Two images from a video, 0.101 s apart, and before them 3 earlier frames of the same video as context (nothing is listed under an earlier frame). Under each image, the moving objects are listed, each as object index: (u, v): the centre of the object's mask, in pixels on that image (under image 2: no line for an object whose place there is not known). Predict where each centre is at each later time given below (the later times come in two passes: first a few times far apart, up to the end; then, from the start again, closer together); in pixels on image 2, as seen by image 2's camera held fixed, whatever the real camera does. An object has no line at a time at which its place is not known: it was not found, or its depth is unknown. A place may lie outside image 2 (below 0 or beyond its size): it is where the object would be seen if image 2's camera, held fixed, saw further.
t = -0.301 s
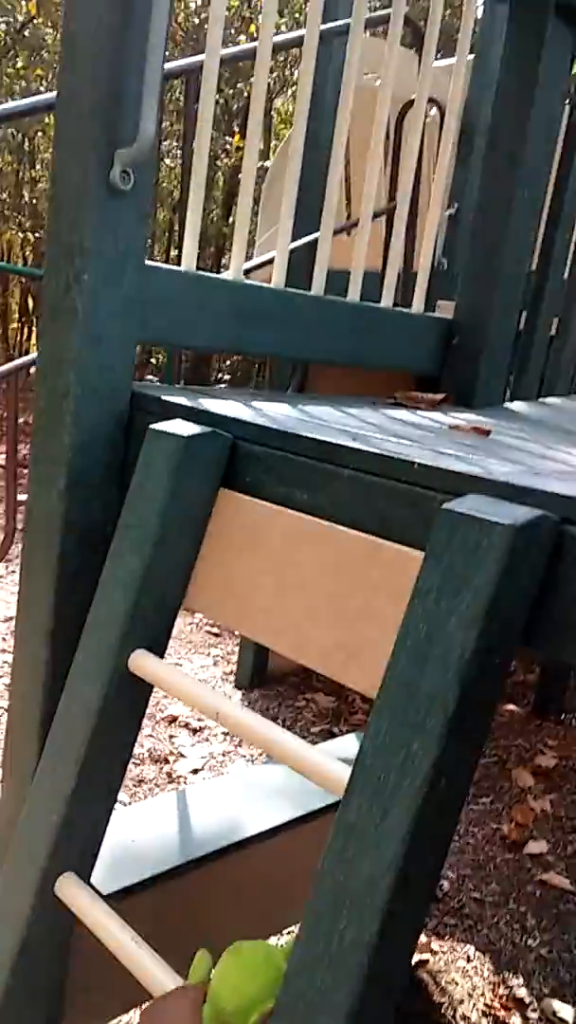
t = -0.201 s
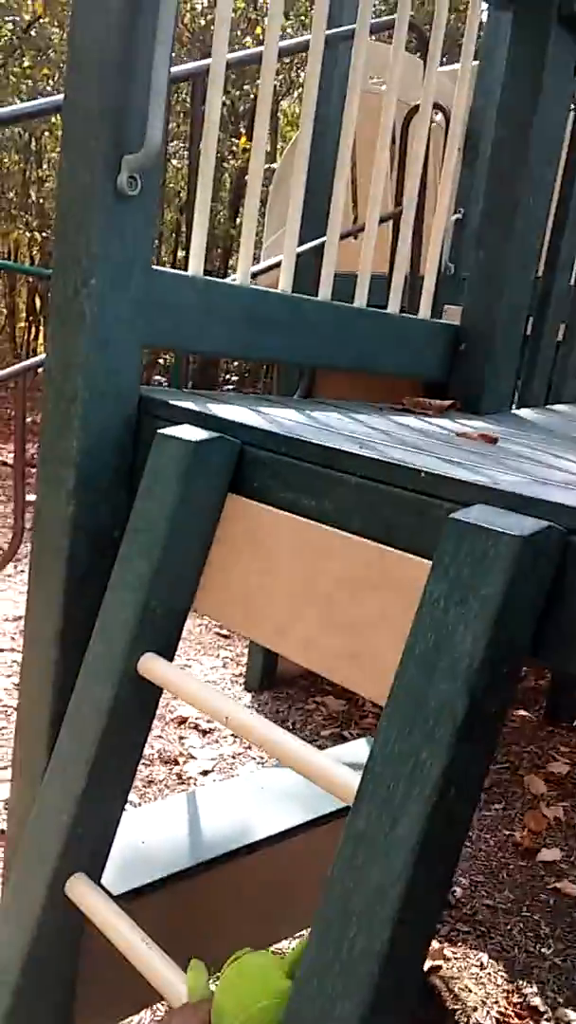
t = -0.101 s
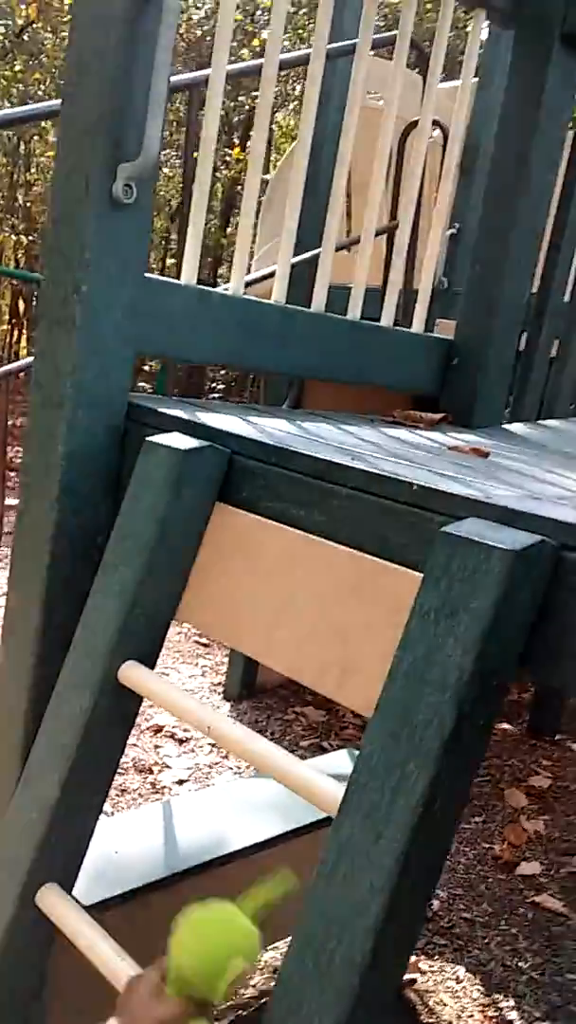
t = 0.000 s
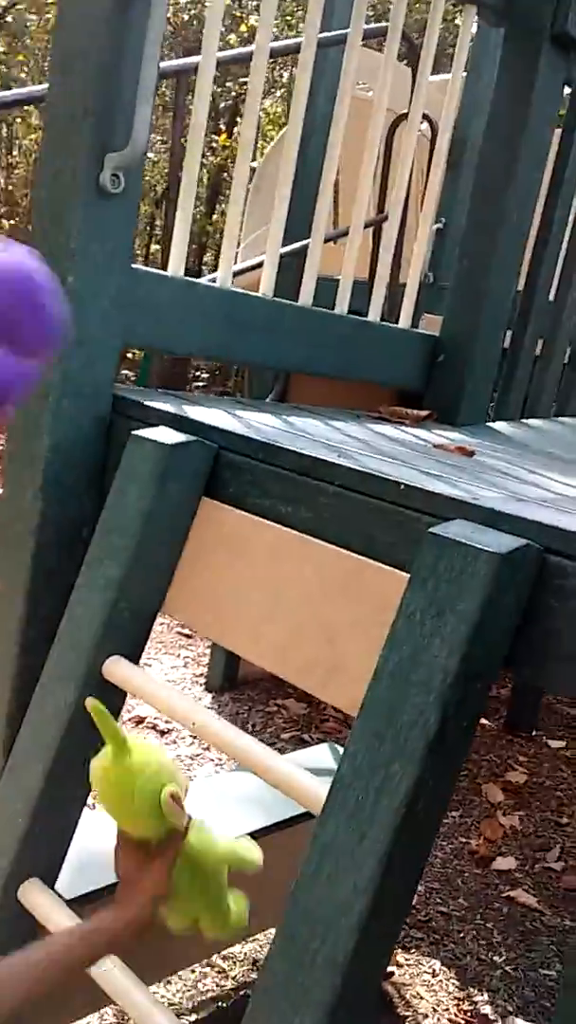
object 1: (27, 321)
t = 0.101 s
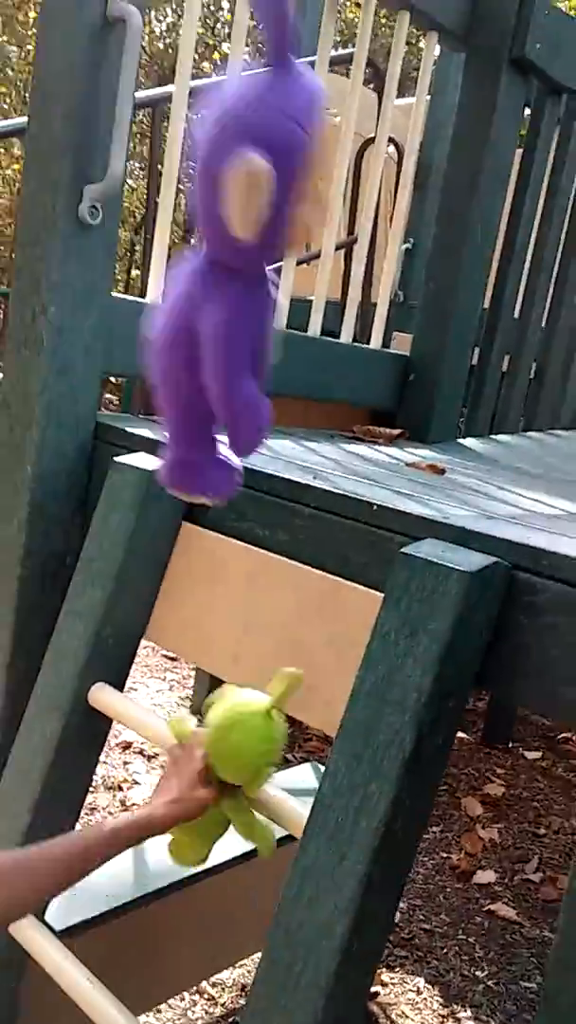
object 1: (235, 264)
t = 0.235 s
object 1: (408, 476)
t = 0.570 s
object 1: (368, 411)
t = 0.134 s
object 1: (300, 303)
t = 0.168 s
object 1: (349, 362)
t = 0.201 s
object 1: (384, 418)
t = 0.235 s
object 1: (408, 476)
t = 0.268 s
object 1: (416, 512)
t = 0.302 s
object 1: (402, 485)
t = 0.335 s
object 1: (395, 449)
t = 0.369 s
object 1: (395, 419)
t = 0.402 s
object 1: (393, 403)
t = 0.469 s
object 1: (384, 395)
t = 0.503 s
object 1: (380, 397)
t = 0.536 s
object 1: (376, 401)
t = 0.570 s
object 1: (368, 411)
